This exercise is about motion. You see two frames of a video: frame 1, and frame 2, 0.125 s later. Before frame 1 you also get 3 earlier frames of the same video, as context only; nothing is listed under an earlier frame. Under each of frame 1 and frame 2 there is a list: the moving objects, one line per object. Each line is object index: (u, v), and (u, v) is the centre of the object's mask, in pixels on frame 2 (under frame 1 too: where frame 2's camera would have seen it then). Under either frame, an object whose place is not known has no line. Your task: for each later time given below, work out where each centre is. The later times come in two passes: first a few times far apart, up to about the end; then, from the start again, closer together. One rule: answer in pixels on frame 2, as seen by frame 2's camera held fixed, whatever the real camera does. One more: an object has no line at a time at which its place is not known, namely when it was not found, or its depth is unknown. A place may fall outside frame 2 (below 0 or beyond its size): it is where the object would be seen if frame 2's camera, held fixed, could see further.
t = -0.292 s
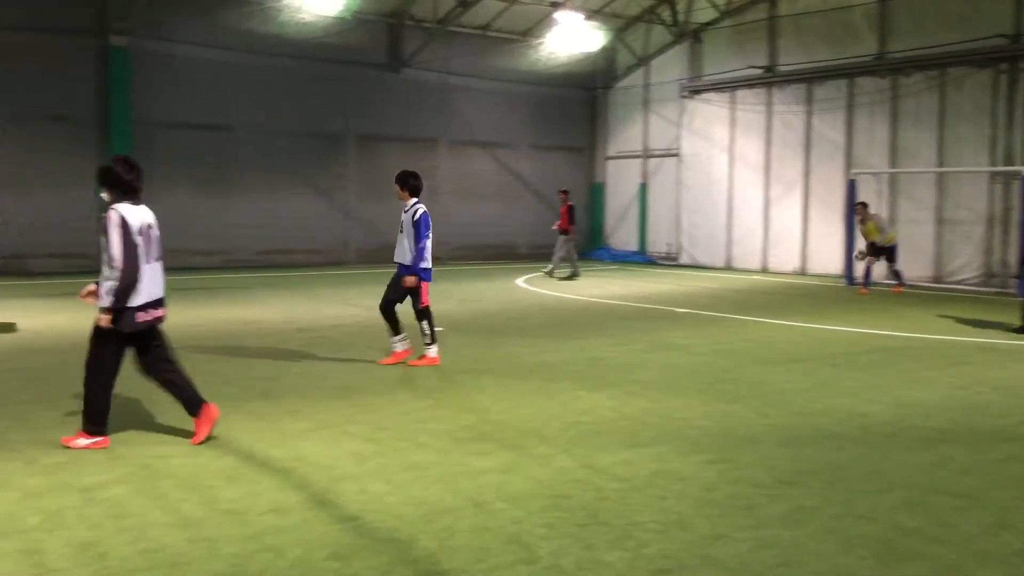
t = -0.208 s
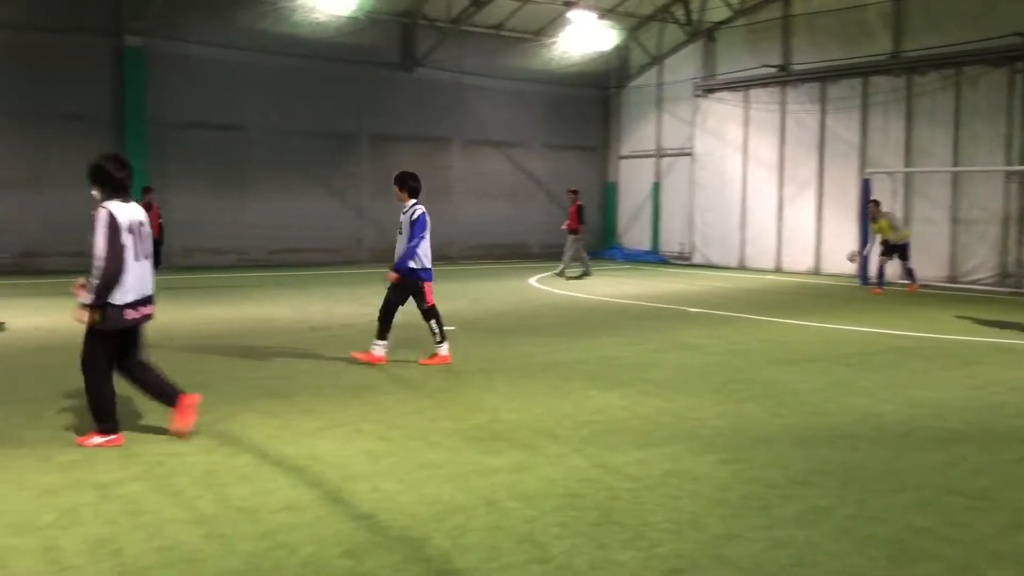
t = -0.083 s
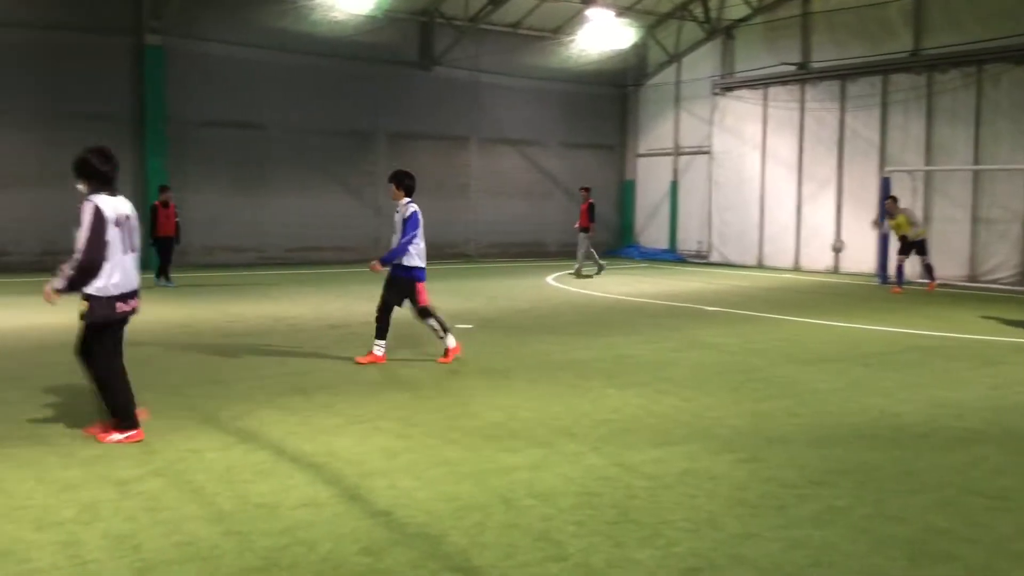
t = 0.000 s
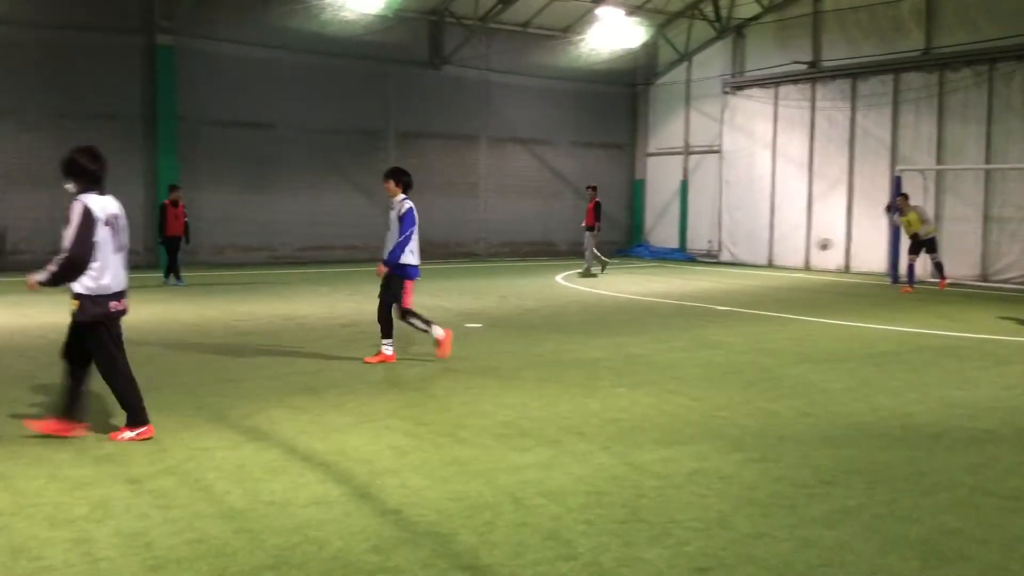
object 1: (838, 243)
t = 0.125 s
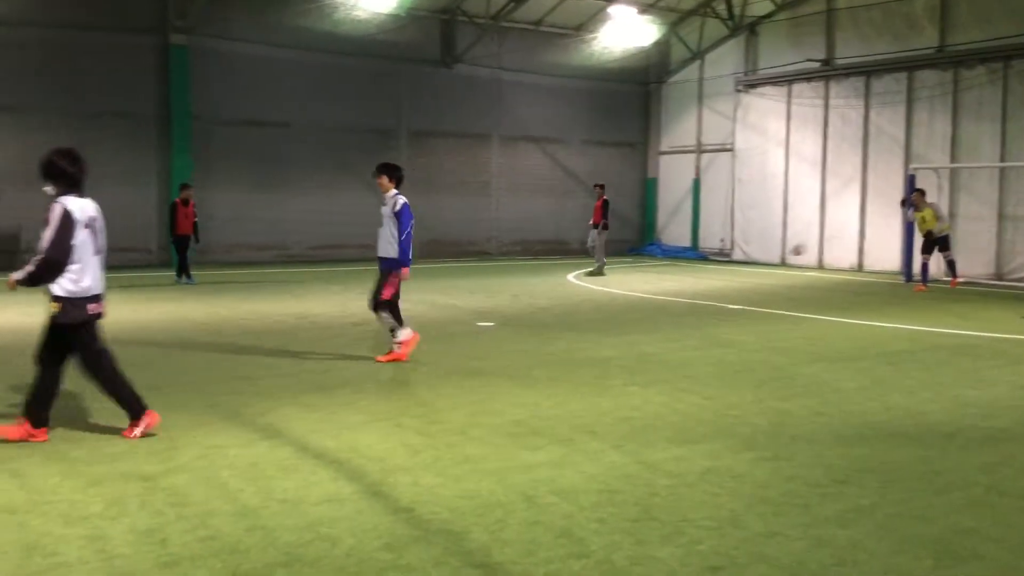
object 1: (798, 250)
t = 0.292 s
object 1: (738, 279)
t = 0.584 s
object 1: (654, 281)
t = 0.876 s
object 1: (564, 310)
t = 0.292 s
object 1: (738, 279)
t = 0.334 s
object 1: (723, 290)
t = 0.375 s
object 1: (709, 299)
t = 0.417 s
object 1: (698, 295)
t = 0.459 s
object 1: (686, 289)
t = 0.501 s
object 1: (676, 285)
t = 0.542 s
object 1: (665, 282)
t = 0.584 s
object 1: (654, 281)
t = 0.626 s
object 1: (642, 281)
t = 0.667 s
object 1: (630, 283)
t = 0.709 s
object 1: (617, 285)
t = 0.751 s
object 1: (605, 290)
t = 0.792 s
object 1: (589, 297)
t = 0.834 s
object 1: (579, 302)
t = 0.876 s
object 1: (564, 310)
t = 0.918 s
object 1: (553, 306)
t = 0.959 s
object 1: (539, 302)
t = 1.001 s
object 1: (526, 300)
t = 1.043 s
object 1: (513, 300)
